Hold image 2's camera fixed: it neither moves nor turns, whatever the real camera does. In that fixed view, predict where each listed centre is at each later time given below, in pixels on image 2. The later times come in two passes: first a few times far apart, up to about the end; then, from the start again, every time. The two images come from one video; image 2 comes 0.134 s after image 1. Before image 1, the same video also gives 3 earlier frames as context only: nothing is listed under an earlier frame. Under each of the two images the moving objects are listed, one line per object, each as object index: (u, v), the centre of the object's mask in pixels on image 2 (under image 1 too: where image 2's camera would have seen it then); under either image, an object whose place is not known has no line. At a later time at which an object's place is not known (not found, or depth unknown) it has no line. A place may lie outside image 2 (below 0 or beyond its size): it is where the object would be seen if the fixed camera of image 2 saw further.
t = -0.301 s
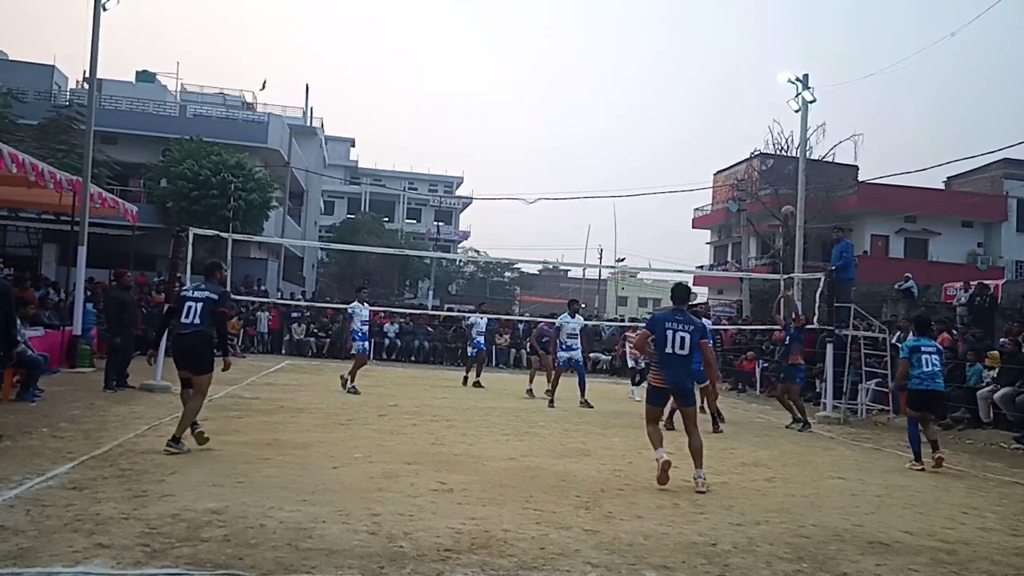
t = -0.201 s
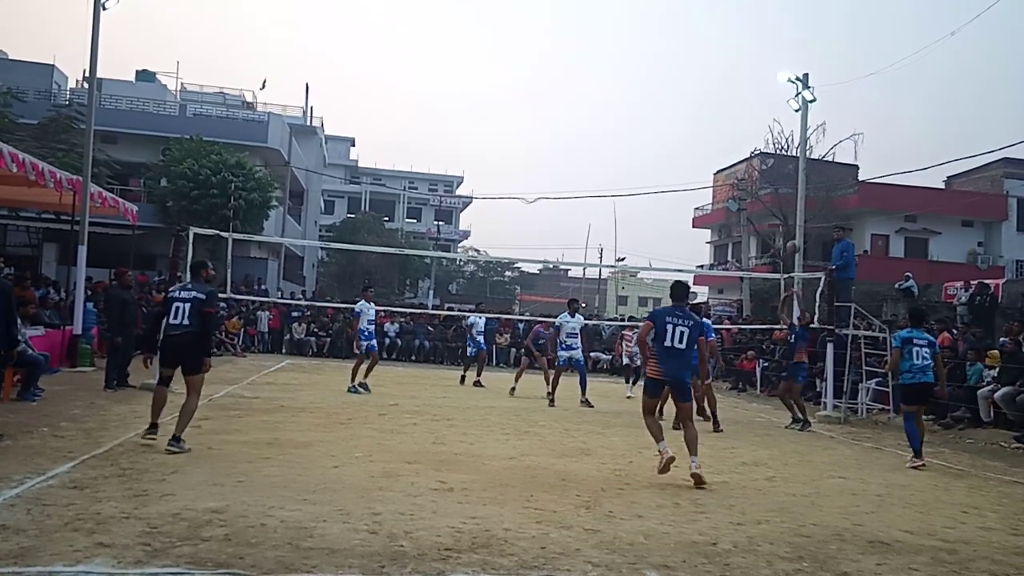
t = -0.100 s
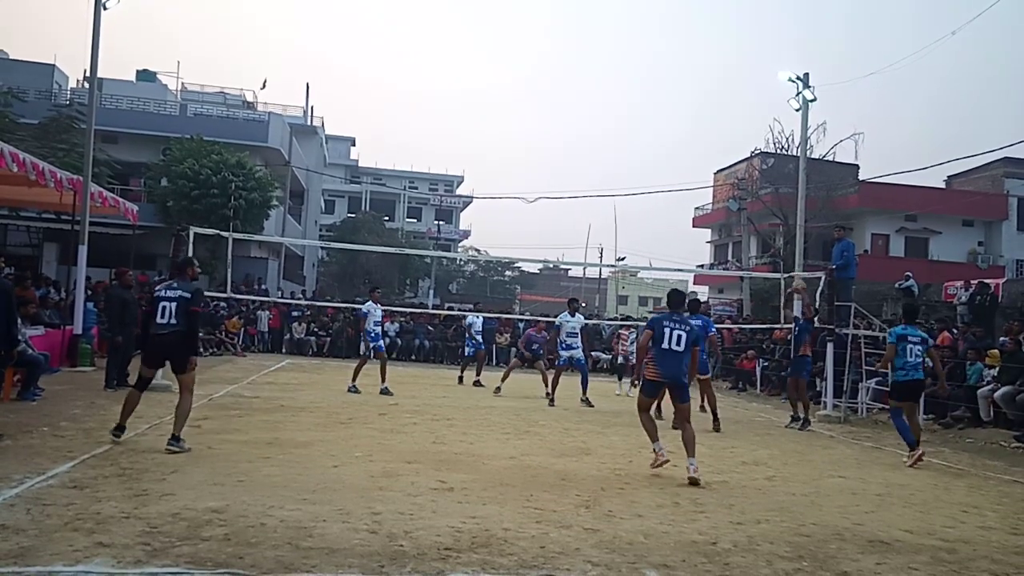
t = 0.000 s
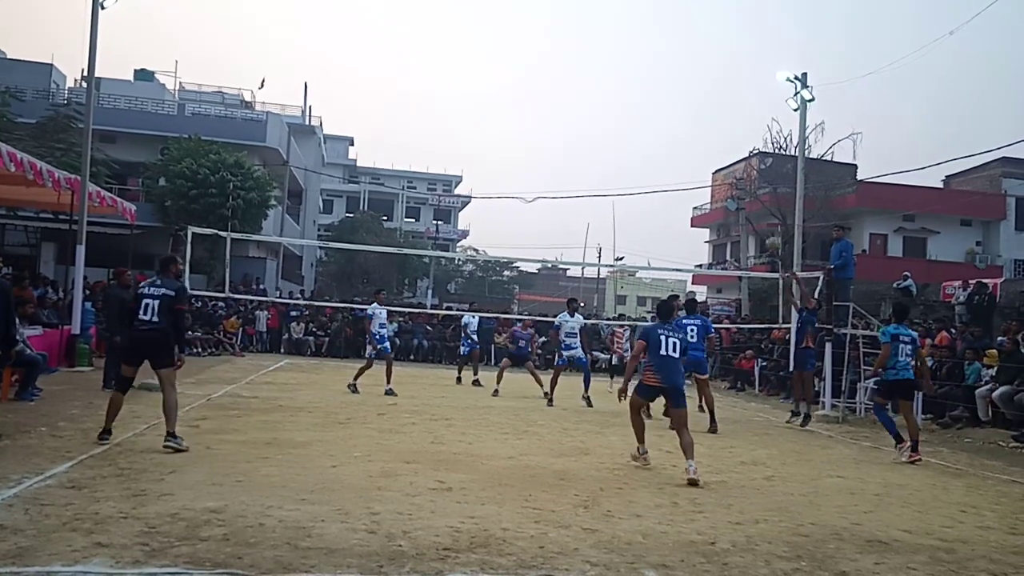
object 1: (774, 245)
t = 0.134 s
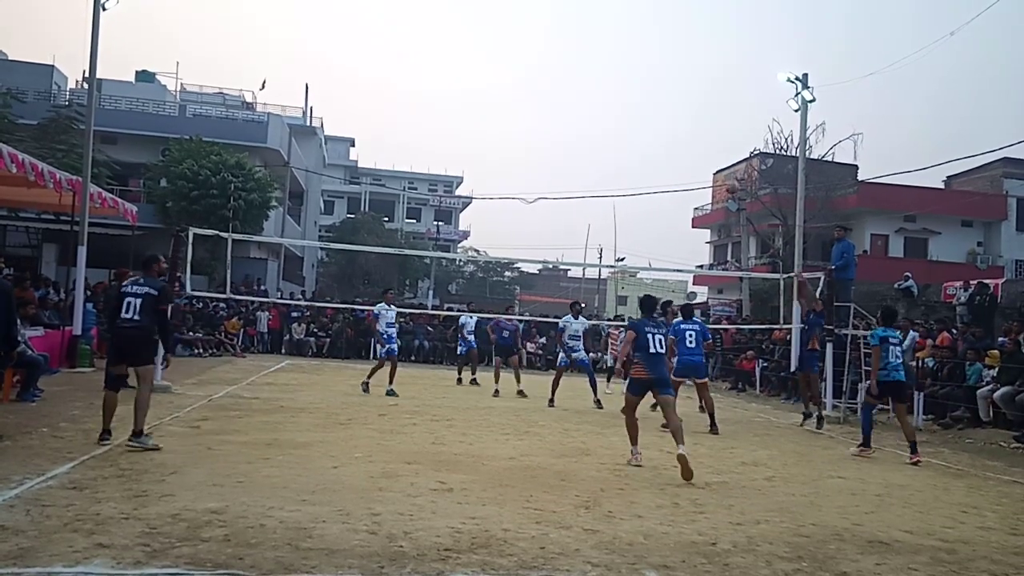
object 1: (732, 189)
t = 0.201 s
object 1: (712, 164)
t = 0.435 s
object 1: (641, 103)
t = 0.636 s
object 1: (581, 79)
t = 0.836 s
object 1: (522, 81)
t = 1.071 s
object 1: (454, 117)
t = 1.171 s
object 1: (426, 142)
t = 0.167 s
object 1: (721, 176)
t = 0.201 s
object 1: (712, 164)
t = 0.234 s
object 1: (701, 153)
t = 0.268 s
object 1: (691, 143)
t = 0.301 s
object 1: (681, 133)
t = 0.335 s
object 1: (671, 124)
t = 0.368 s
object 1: (661, 116)
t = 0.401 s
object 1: (651, 109)
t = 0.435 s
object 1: (641, 103)
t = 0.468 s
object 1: (631, 97)
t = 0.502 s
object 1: (621, 92)
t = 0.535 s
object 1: (611, 87)
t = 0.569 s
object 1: (601, 84)
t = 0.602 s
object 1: (591, 81)
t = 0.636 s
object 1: (581, 79)
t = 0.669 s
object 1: (571, 77)
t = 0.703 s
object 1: (561, 77)
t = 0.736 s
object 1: (552, 77)
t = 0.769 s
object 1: (542, 78)
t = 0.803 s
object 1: (532, 79)
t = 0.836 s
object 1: (522, 81)
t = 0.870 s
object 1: (512, 84)
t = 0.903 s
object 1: (502, 88)
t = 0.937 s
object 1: (493, 92)
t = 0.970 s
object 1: (483, 97)
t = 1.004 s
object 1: (473, 103)
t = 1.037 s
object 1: (464, 110)
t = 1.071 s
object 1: (454, 117)
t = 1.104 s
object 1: (445, 124)
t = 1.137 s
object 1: (436, 133)
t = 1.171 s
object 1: (426, 142)
